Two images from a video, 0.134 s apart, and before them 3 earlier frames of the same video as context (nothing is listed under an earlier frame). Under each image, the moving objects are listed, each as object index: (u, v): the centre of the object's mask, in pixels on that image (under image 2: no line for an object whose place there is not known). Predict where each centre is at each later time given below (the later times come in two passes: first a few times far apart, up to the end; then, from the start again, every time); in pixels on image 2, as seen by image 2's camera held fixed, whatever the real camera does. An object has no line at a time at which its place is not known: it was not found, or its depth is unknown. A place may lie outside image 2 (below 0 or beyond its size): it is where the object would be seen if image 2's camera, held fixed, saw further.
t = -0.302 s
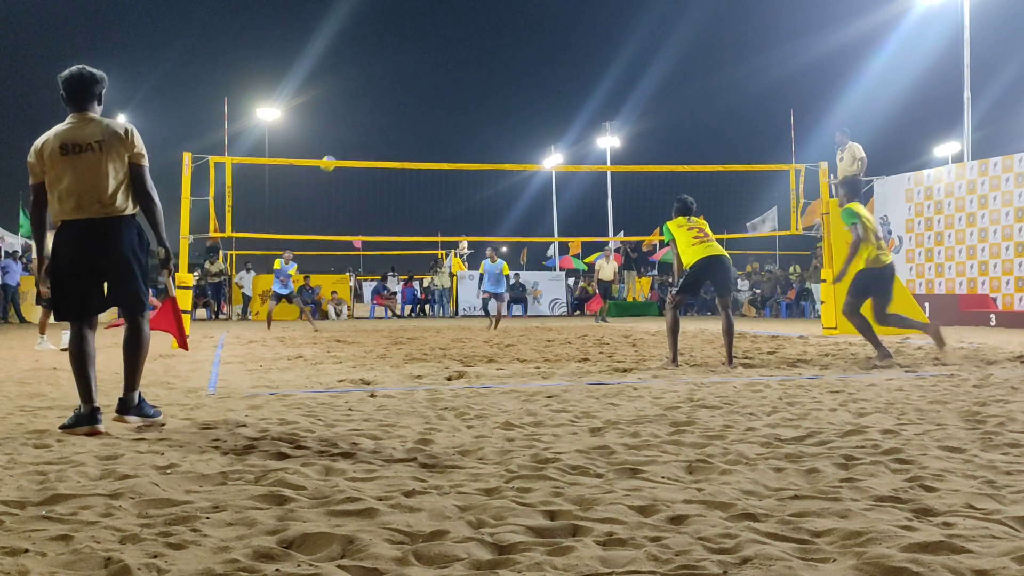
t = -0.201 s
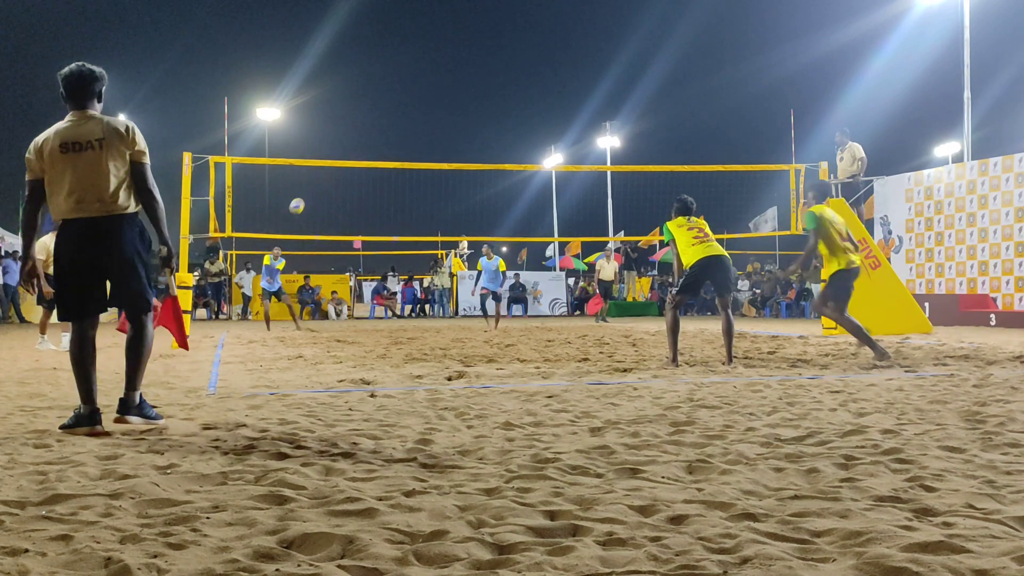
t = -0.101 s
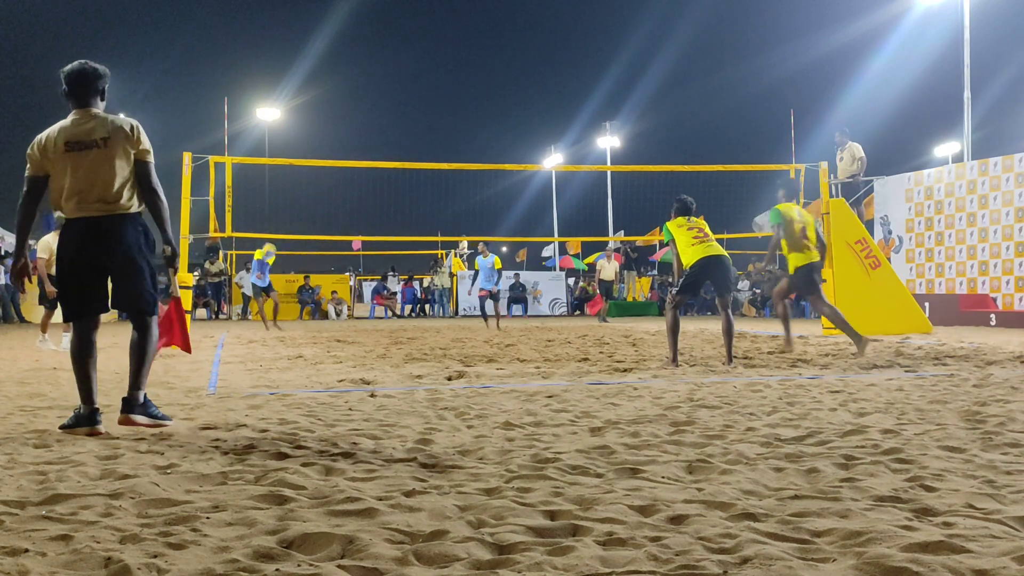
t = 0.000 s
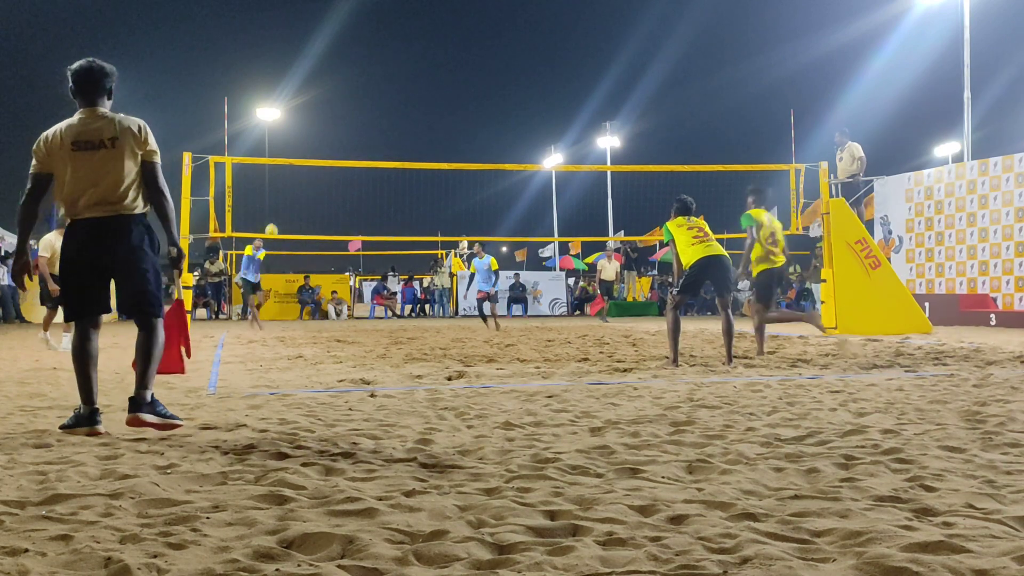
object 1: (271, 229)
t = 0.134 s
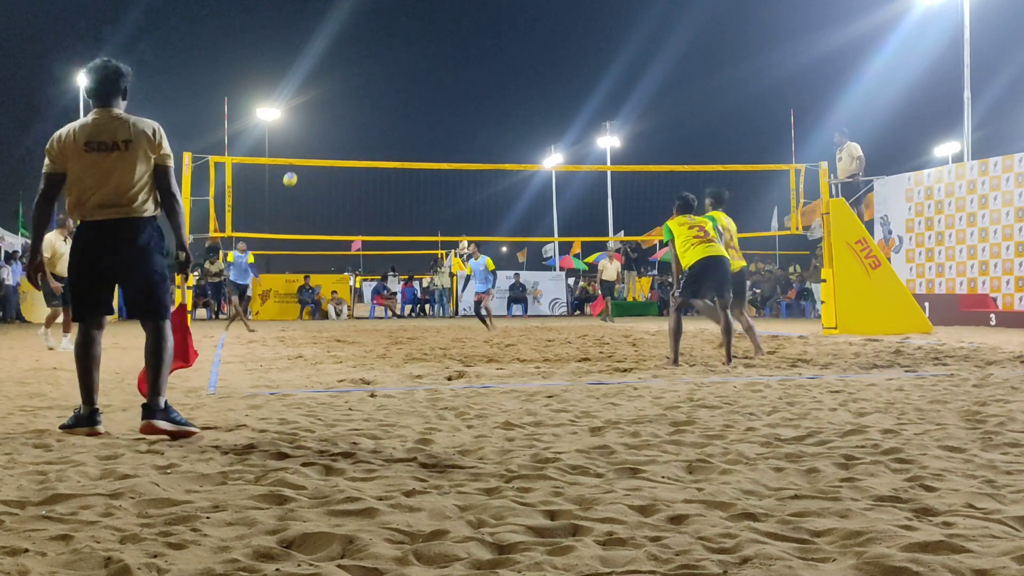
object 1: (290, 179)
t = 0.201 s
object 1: (299, 155)
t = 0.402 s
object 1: (328, 103)
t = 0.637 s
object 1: (364, 67)
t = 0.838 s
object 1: (395, 63)
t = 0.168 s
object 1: (294, 169)
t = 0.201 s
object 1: (299, 155)
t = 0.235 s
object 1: (304, 145)
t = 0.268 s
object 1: (309, 136)
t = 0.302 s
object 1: (314, 127)
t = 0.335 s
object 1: (319, 118)
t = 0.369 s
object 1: (324, 110)
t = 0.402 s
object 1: (328, 103)
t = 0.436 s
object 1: (334, 96)
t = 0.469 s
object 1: (338, 90)
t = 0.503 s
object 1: (343, 84)
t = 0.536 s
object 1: (348, 79)
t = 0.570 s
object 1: (353, 74)
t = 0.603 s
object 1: (359, 70)
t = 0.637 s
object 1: (364, 67)
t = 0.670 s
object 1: (369, 65)
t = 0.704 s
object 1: (374, 63)
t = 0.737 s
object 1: (379, 62)
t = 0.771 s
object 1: (384, 62)
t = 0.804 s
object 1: (389, 62)
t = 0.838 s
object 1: (395, 63)
